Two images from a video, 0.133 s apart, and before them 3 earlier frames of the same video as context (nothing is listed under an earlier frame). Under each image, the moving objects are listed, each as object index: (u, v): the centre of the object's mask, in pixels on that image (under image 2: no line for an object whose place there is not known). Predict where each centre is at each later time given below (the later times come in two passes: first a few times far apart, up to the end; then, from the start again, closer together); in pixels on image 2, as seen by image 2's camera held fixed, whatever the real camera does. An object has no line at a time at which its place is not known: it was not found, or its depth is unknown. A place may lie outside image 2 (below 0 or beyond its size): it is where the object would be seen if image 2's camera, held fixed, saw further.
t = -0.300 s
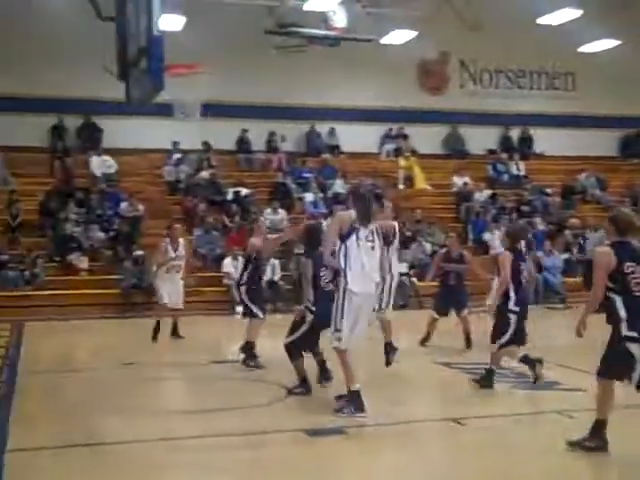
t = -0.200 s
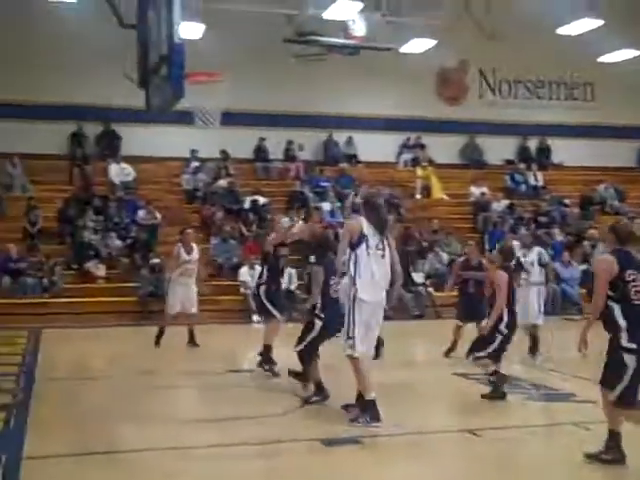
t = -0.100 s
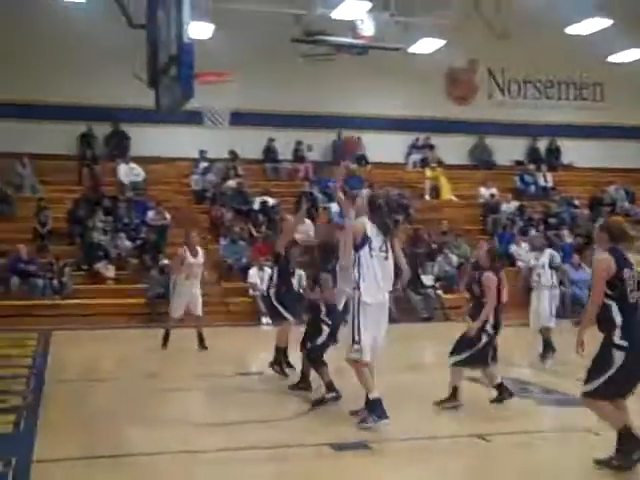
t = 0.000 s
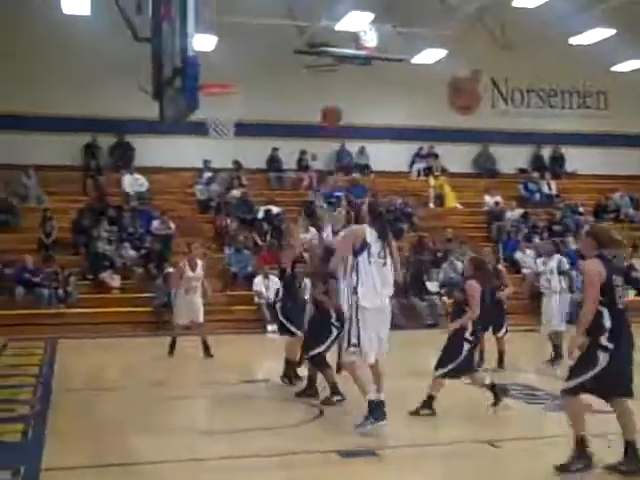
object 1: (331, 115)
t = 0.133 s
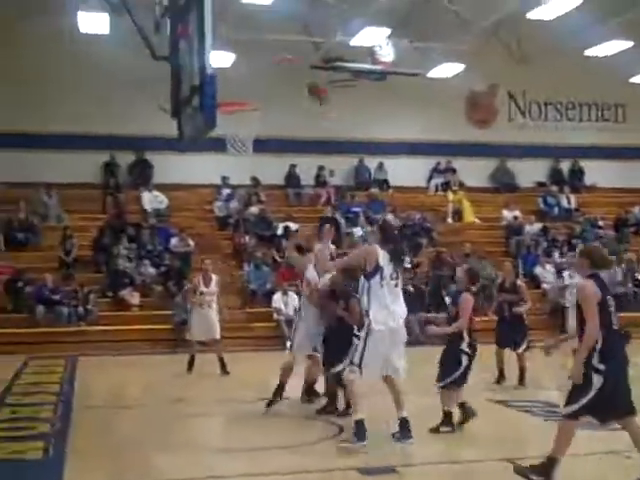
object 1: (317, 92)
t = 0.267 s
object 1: (287, 67)
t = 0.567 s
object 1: (222, 75)
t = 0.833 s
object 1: (263, 95)
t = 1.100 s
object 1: (300, 85)
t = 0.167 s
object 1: (309, 84)
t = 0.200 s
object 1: (301, 77)
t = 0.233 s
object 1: (295, 71)
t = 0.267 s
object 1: (287, 67)
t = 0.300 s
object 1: (281, 64)
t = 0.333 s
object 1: (273, 63)
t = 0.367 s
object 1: (264, 62)
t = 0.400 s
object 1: (256, 61)
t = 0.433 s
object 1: (246, 63)
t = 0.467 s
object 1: (240, 64)
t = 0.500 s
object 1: (233, 66)
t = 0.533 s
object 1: (226, 70)
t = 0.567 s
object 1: (222, 75)
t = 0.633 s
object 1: (224, 89)
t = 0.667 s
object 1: (227, 95)
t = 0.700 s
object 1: (231, 94)
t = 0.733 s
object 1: (240, 94)
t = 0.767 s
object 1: (247, 94)
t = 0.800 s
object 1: (255, 94)
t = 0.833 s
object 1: (263, 95)
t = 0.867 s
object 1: (269, 89)
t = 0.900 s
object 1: (273, 86)
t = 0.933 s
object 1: (278, 84)
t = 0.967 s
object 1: (280, 83)
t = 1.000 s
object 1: (286, 83)
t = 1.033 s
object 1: (288, 82)
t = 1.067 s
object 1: (293, 82)
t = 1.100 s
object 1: (300, 85)
